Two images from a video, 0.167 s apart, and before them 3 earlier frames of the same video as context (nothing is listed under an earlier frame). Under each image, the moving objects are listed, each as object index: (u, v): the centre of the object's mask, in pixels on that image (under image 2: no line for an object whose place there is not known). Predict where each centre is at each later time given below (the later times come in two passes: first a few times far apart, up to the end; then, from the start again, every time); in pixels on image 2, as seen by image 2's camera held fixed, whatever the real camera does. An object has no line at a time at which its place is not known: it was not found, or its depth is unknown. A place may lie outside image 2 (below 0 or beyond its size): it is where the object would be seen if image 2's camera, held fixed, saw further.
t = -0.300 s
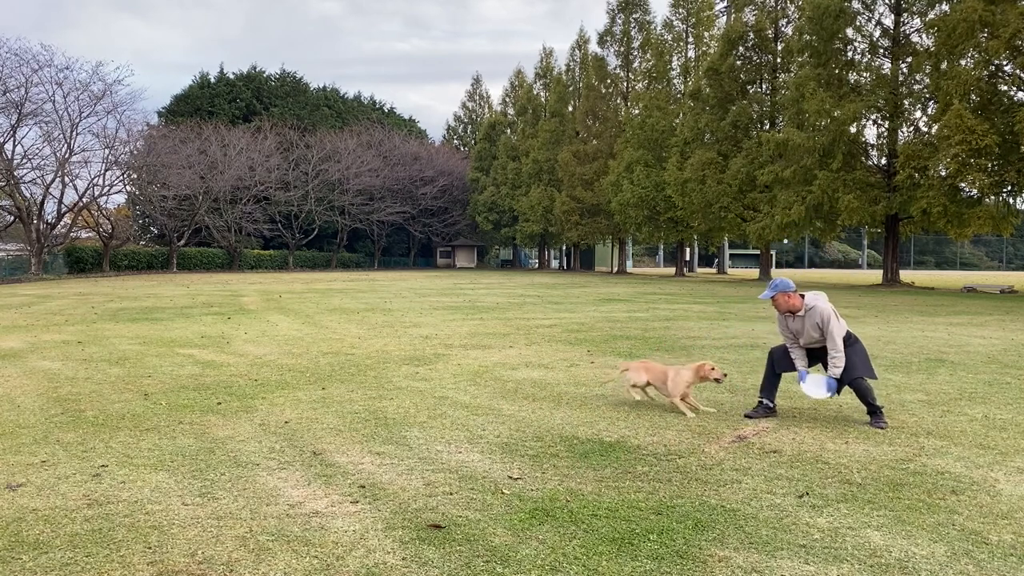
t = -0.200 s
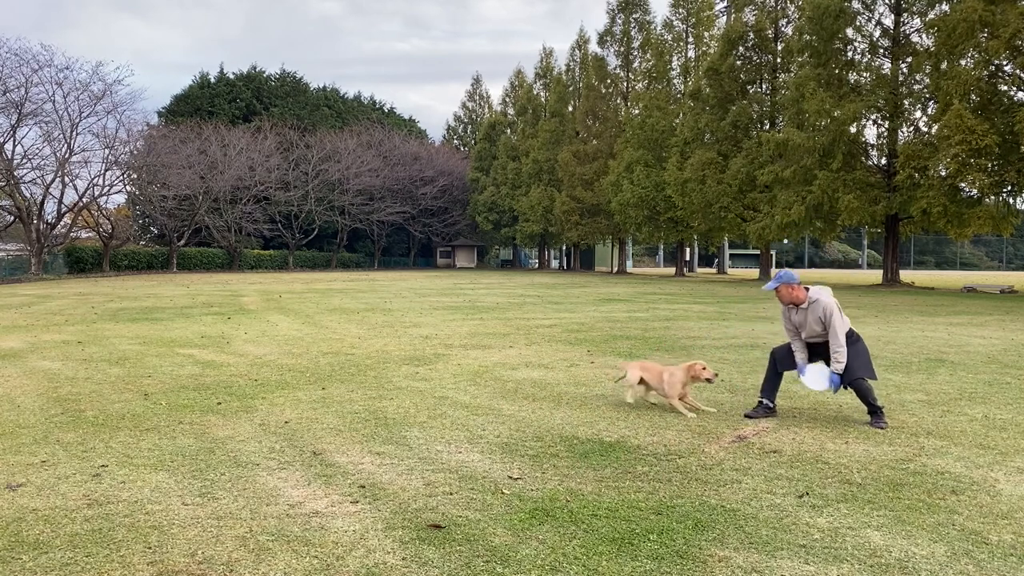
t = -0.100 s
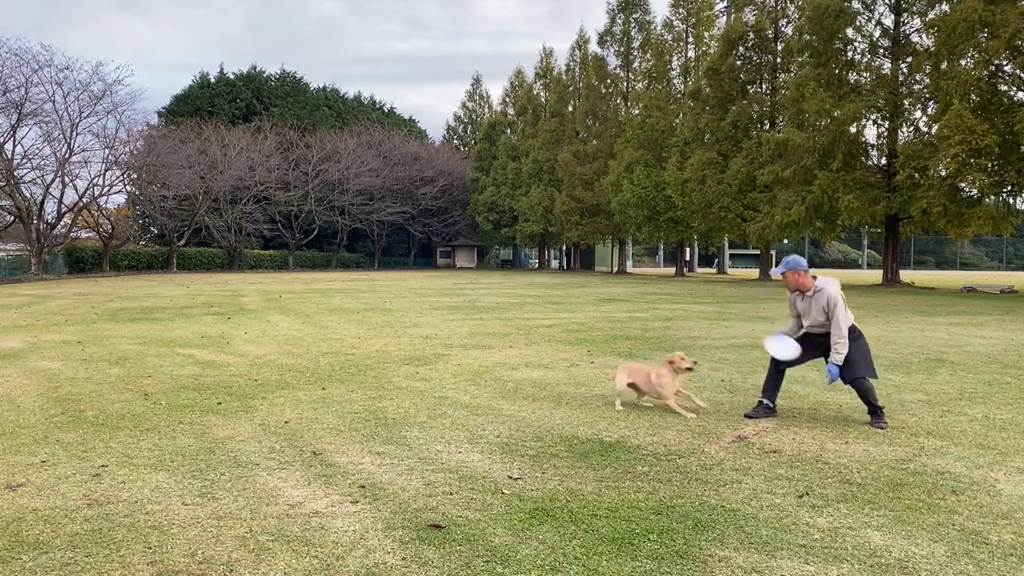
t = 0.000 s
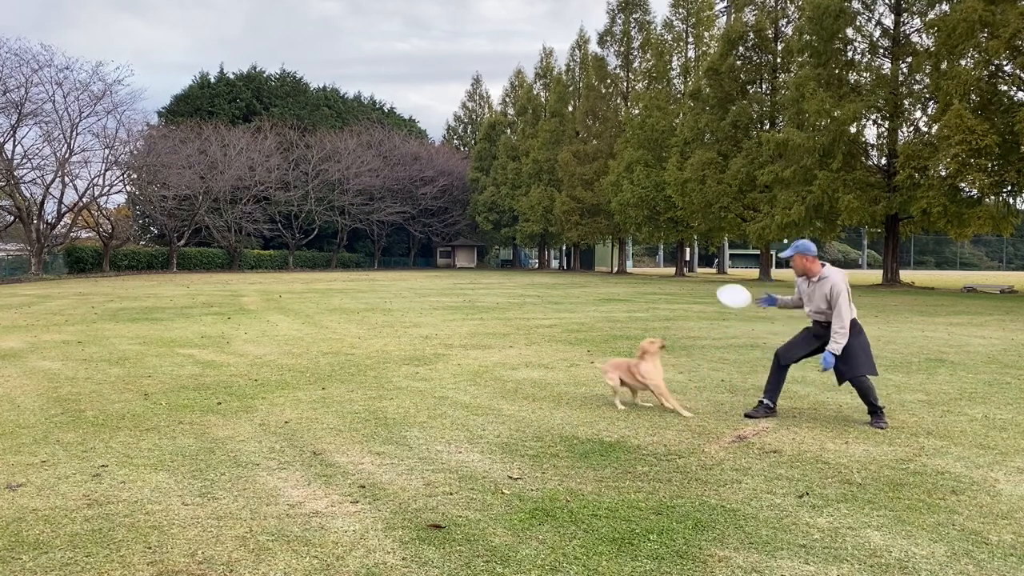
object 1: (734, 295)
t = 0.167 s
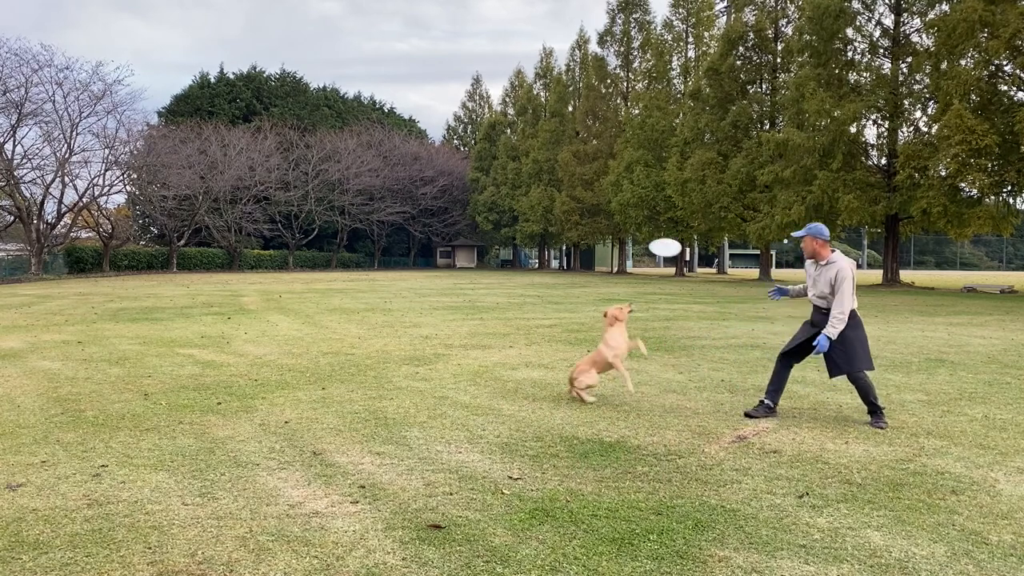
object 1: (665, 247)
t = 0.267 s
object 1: (627, 235)
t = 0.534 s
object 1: (539, 247)
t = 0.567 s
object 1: (529, 251)
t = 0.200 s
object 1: (652, 242)
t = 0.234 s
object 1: (639, 238)
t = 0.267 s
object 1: (627, 235)
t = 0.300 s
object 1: (616, 234)
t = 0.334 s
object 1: (604, 234)
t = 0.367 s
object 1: (593, 234)
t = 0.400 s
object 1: (582, 235)
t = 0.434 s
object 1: (572, 237)
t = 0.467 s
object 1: (561, 240)
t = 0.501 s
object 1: (550, 243)
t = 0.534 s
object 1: (539, 247)
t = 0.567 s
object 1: (529, 251)
